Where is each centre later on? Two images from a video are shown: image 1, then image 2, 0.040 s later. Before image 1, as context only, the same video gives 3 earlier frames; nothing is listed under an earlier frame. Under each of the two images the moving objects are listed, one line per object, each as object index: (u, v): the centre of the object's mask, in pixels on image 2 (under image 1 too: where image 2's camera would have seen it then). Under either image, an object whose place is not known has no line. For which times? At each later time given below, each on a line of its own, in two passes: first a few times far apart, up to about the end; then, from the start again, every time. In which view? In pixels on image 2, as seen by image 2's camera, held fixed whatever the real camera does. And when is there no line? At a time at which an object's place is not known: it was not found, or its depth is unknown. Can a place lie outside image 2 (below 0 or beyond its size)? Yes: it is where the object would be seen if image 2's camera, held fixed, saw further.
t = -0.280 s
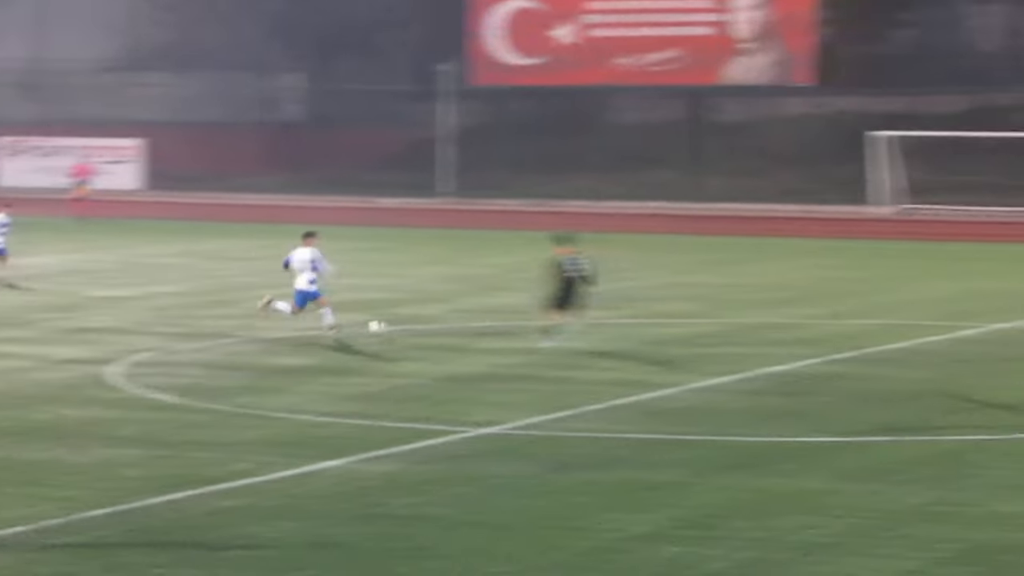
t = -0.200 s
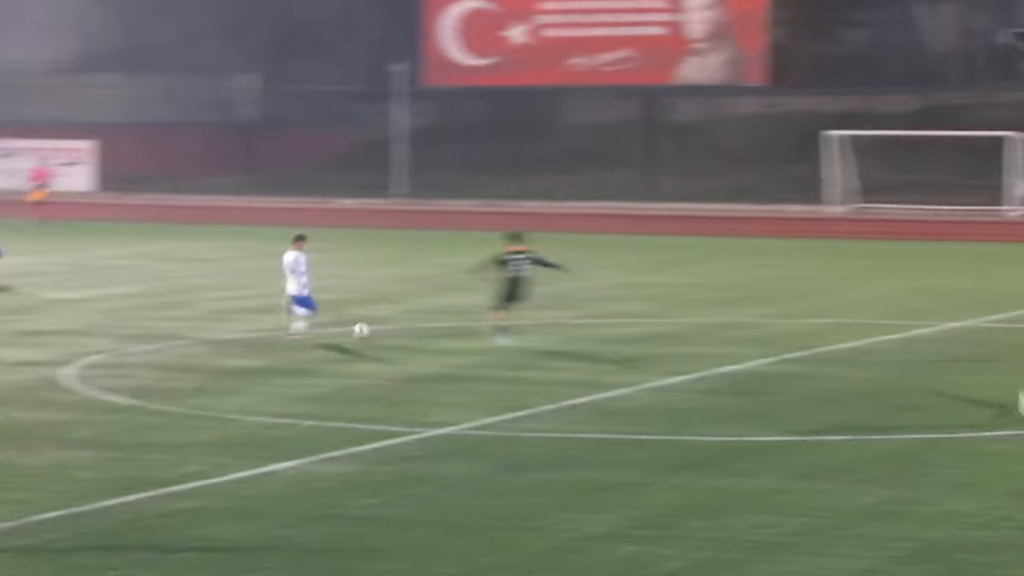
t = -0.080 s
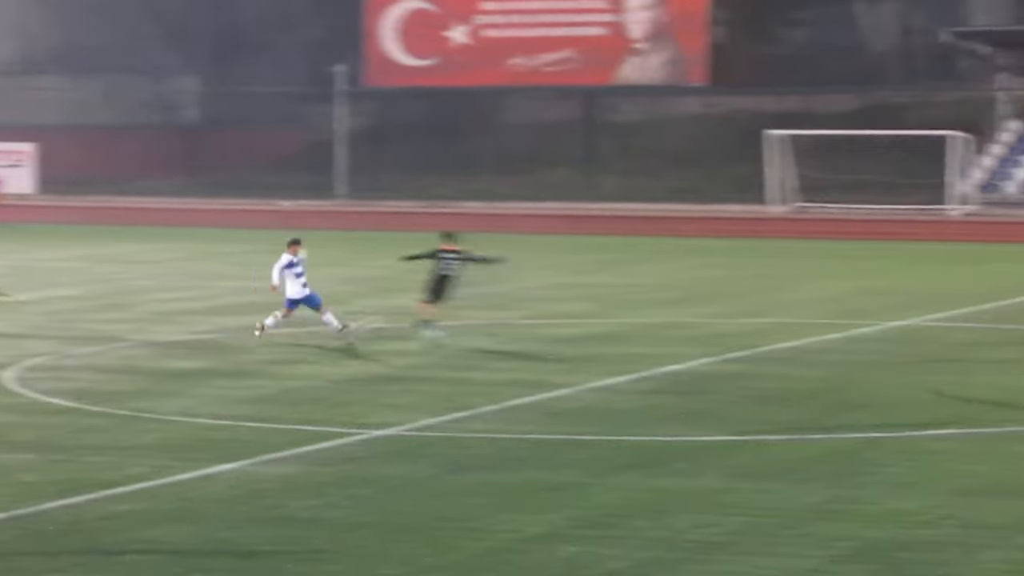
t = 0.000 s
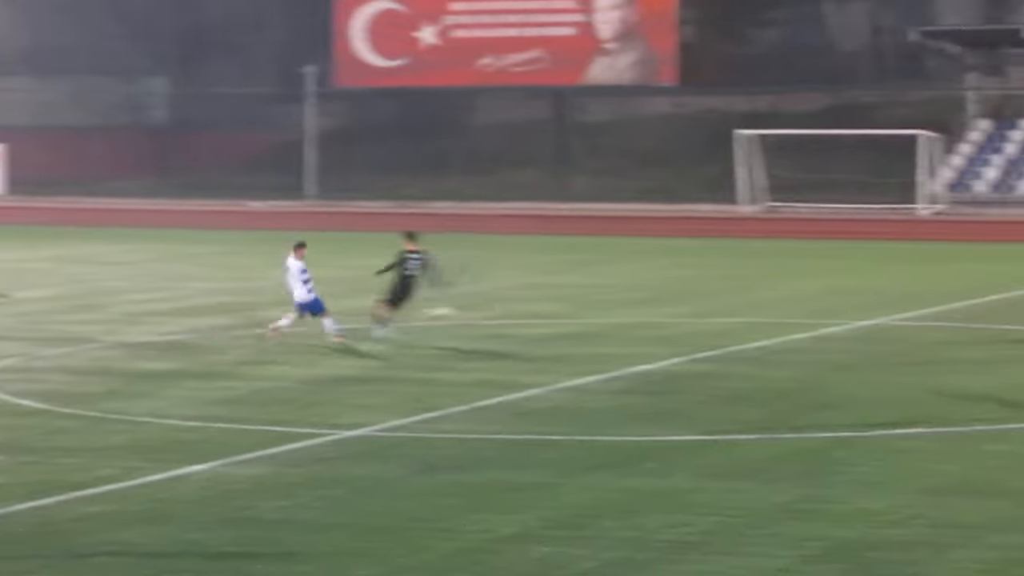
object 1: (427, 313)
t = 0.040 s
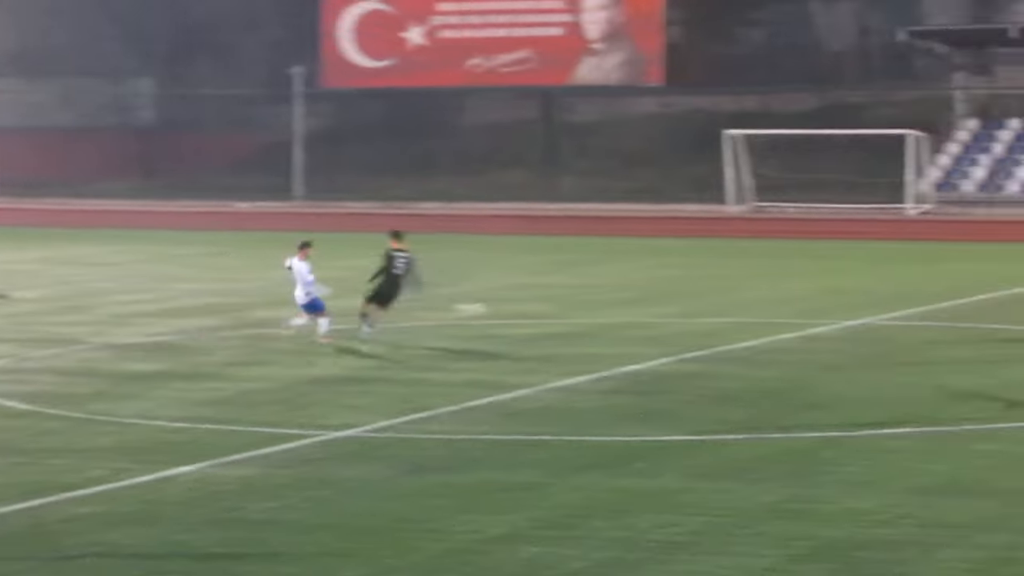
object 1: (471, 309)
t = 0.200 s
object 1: (643, 306)
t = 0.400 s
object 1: (825, 301)
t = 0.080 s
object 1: (514, 306)
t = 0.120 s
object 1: (558, 304)
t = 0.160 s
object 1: (601, 305)
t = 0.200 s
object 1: (643, 306)
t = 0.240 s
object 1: (684, 309)
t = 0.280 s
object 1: (724, 314)
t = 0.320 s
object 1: (760, 312)
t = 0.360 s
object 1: (794, 305)
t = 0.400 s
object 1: (825, 301)
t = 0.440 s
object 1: (856, 298)
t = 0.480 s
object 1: (888, 296)
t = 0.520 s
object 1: (917, 295)
